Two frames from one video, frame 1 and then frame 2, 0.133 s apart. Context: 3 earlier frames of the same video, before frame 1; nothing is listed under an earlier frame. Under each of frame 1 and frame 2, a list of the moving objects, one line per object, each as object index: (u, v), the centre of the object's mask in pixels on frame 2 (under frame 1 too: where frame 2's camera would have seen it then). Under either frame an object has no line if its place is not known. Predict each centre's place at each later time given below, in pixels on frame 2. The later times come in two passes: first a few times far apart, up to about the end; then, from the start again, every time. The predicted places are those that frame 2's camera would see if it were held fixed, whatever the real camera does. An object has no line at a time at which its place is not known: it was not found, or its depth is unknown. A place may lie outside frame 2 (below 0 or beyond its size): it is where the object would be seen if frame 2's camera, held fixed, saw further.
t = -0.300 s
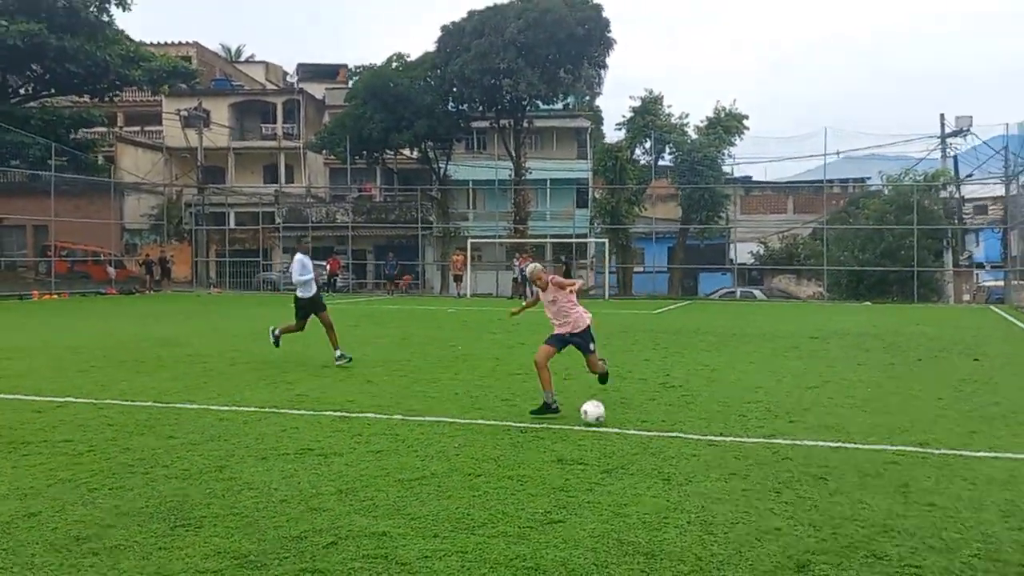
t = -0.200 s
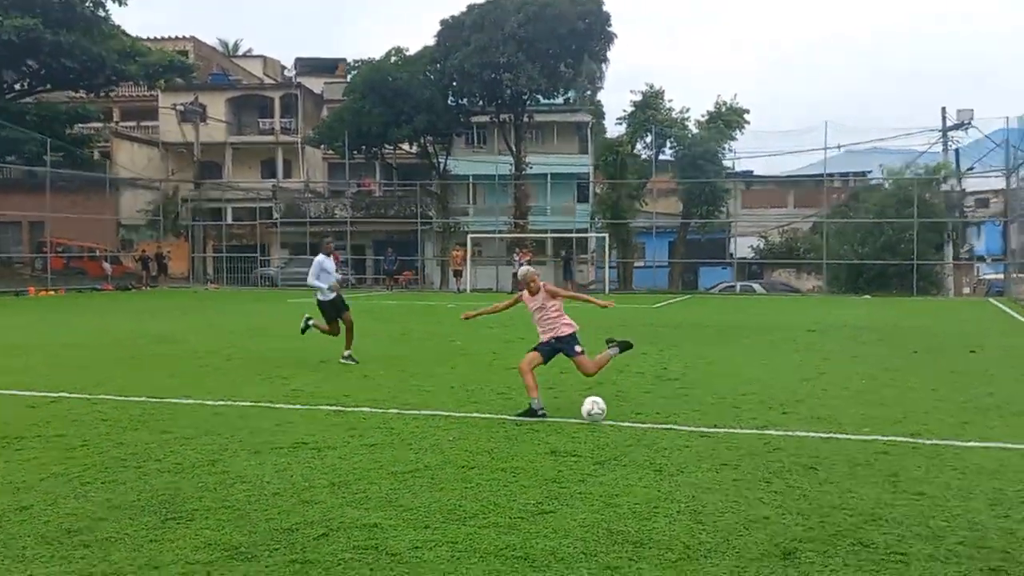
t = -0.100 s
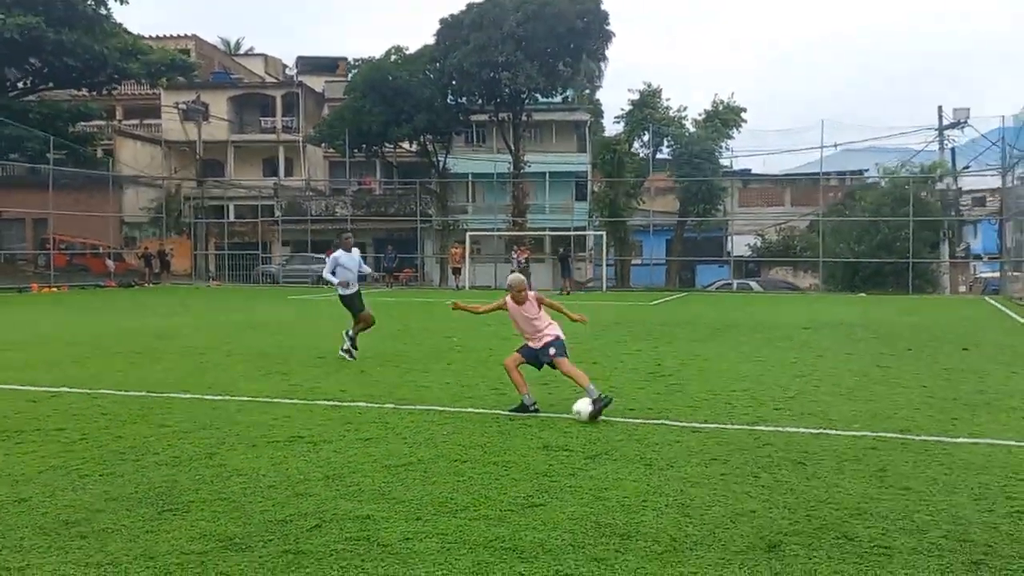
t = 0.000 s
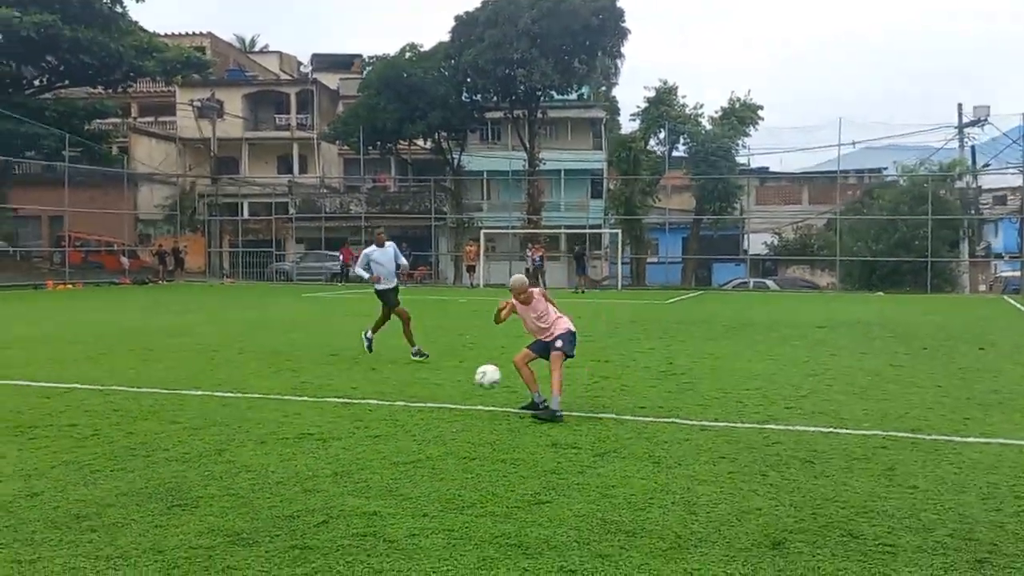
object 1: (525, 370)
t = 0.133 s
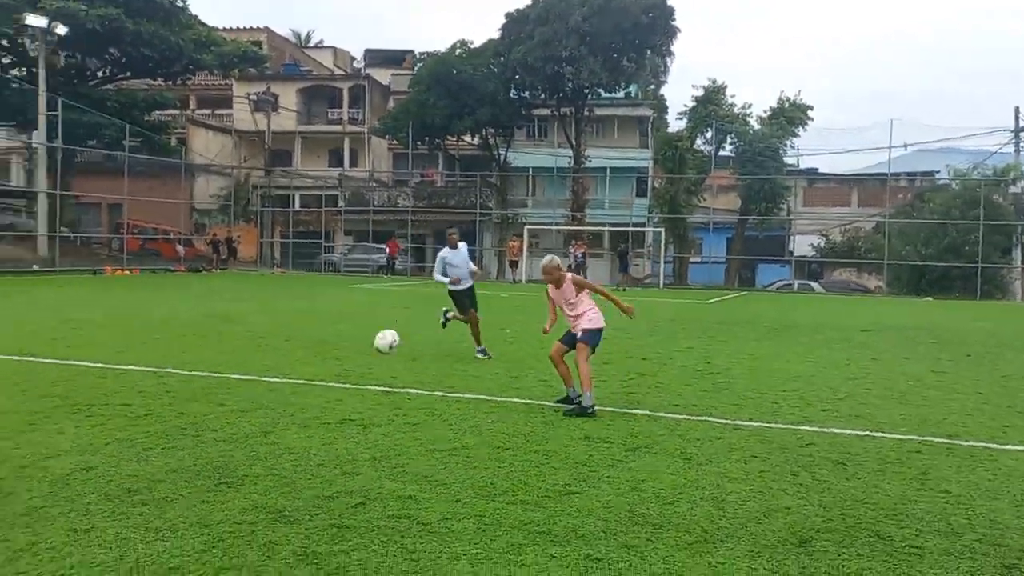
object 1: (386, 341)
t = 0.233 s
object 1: (286, 335)
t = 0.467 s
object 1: (60, 369)
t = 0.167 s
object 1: (352, 337)
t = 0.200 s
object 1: (319, 336)
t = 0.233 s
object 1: (286, 335)
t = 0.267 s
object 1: (254, 334)
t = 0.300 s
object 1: (221, 337)
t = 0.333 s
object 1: (189, 341)
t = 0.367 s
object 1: (157, 346)
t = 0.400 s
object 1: (125, 351)
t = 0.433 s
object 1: (93, 360)
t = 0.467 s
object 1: (60, 369)
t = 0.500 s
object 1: (30, 379)
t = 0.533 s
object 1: (4, 374)
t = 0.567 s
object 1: (-22, 364)
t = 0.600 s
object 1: (-48, 357)
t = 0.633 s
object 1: (-76, 351)
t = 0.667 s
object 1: (-100, 346)
